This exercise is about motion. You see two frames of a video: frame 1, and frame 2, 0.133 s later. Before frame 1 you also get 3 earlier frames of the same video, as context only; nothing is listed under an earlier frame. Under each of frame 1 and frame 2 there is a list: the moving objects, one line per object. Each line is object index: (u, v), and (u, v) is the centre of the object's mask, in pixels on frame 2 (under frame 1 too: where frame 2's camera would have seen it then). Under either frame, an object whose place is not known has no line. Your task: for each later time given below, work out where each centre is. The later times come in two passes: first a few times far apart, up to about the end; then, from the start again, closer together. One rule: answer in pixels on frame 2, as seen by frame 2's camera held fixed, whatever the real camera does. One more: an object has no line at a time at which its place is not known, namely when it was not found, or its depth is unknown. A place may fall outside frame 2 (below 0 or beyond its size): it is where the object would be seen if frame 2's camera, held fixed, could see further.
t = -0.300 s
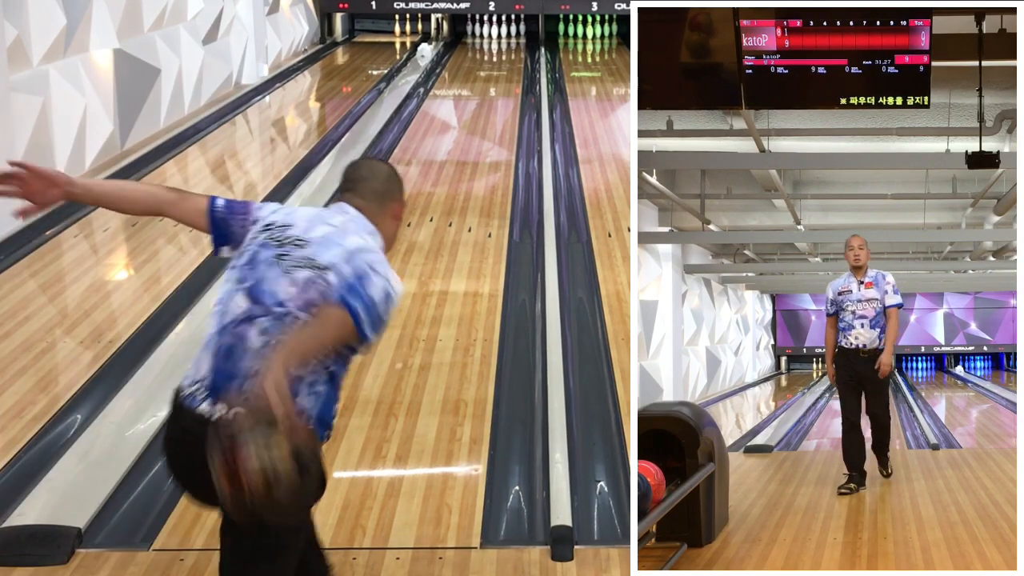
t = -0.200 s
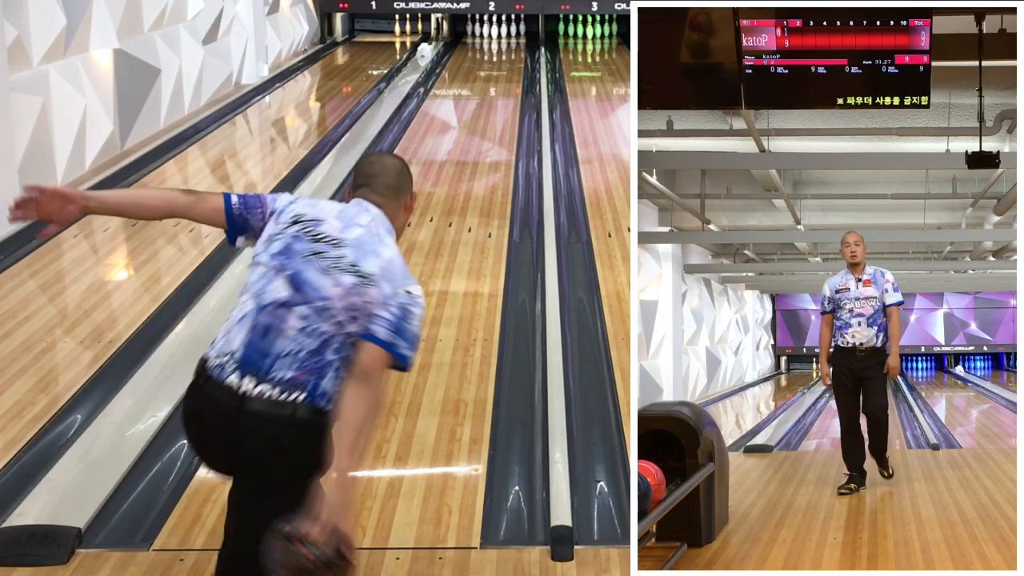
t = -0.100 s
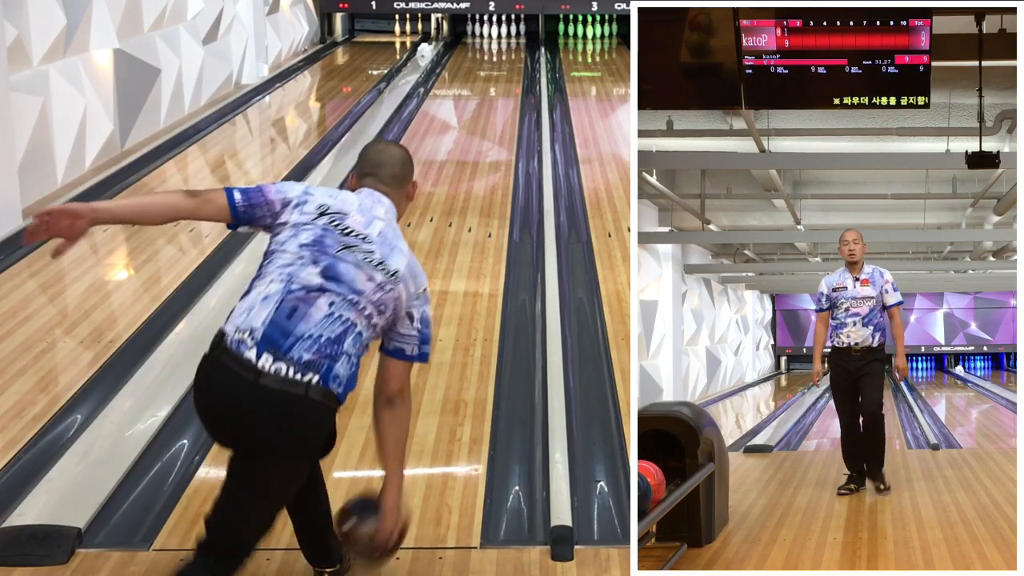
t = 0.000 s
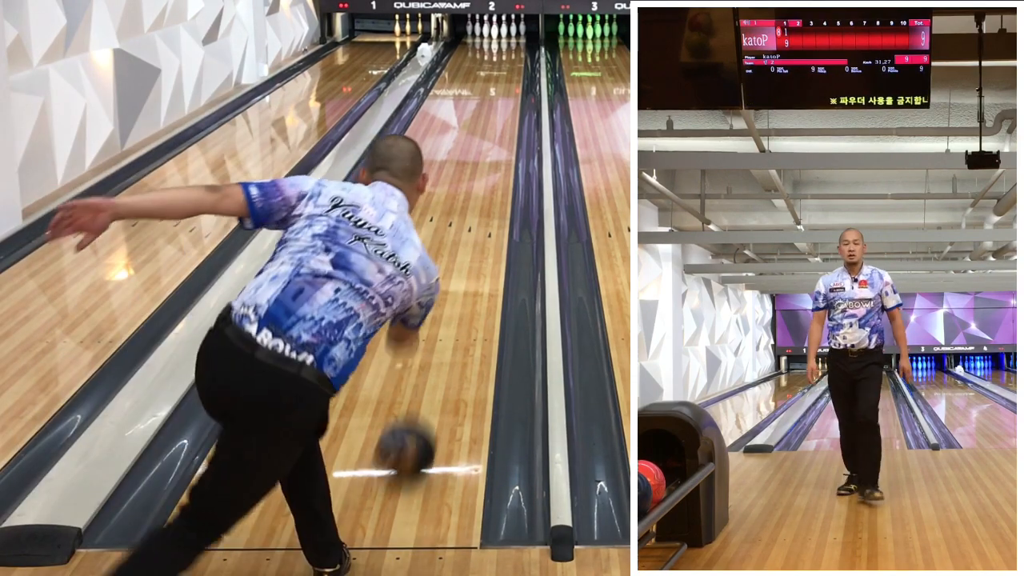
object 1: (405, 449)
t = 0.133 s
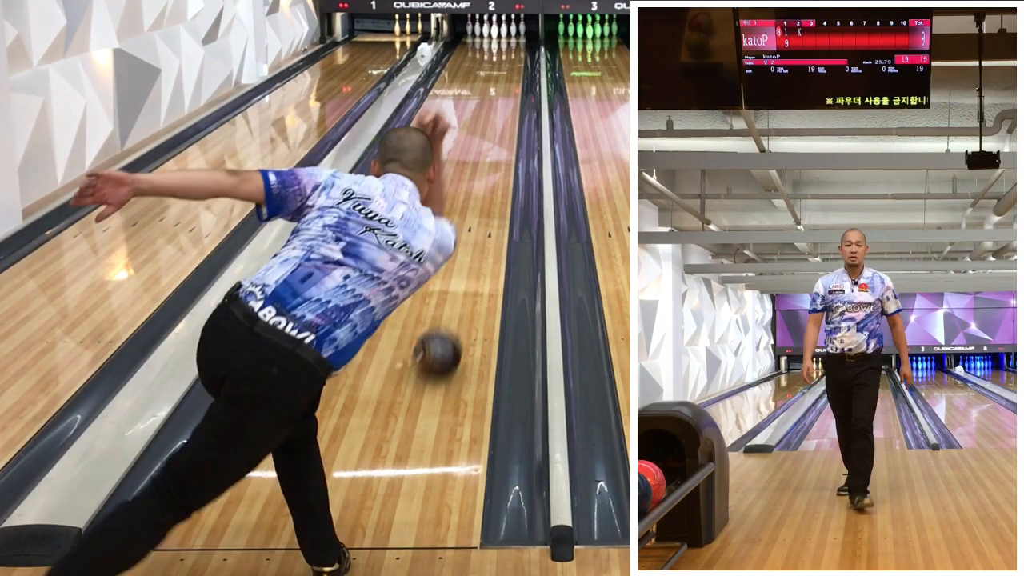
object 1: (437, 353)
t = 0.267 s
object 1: (458, 287)
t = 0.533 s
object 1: (485, 201)
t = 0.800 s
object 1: (500, 148)
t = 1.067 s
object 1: (509, 112)
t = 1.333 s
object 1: (514, 86)
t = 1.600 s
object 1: (516, 66)
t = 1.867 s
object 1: (513, 52)
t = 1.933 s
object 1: (512, 48)
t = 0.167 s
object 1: (443, 334)
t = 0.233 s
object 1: (454, 302)
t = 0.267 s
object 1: (458, 287)
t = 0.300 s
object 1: (463, 274)
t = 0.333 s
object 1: (468, 262)
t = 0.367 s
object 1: (476, 252)
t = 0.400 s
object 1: (480, 239)
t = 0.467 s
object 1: (480, 219)
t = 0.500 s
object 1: (483, 209)
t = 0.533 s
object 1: (485, 201)
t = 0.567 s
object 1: (488, 193)
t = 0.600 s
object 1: (490, 186)
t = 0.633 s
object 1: (492, 178)
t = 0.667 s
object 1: (493, 172)
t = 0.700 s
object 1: (496, 165)
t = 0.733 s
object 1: (497, 159)
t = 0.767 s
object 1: (499, 153)
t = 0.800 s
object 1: (500, 148)
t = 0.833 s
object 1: (502, 142)
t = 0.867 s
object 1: (503, 138)
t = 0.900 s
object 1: (504, 133)
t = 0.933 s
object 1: (506, 128)
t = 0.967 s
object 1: (507, 124)
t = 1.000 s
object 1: (508, 120)
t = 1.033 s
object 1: (509, 116)
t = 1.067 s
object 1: (509, 112)
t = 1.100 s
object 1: (510, 108)
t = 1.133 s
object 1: (511, 104)
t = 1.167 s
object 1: (511, 101)
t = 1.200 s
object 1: (512, 98)
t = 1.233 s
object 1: (513, 95)
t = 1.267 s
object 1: (513, 92)
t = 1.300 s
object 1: (514, 89)
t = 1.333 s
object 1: (514, 86)
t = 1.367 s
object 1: (514, 83)
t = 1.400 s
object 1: (514, 80)
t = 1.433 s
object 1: (515, 78)
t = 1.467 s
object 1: (515, 75)
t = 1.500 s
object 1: (515, 74)
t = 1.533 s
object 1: (515, 71)
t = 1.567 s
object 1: (516, 69)
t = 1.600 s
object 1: (516, 66)
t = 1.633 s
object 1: (516, 65)
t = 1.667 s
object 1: (516, 63)
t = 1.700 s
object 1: (516, 60)
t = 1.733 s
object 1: (516, 59)
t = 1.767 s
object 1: (515, 56)
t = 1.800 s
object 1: (515, 54)
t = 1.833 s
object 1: (513, 53)
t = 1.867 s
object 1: (513, 52)
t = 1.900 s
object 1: (513, 50)
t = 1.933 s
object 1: (512, 48)
